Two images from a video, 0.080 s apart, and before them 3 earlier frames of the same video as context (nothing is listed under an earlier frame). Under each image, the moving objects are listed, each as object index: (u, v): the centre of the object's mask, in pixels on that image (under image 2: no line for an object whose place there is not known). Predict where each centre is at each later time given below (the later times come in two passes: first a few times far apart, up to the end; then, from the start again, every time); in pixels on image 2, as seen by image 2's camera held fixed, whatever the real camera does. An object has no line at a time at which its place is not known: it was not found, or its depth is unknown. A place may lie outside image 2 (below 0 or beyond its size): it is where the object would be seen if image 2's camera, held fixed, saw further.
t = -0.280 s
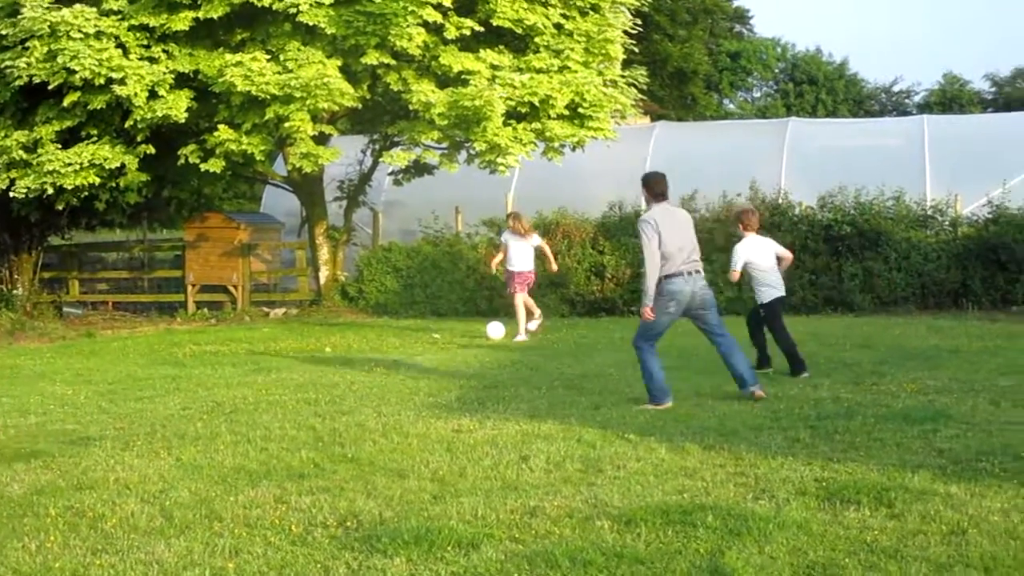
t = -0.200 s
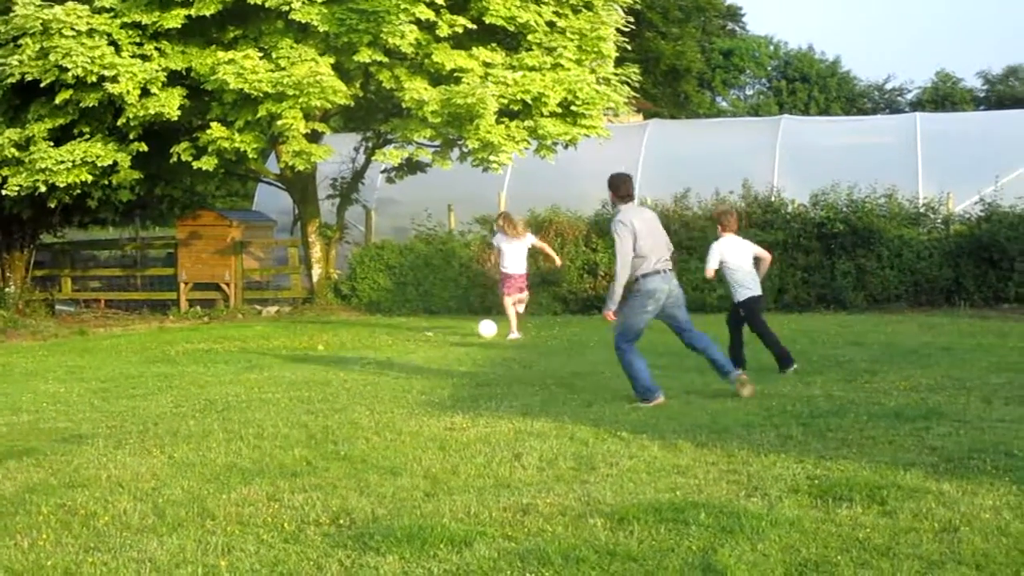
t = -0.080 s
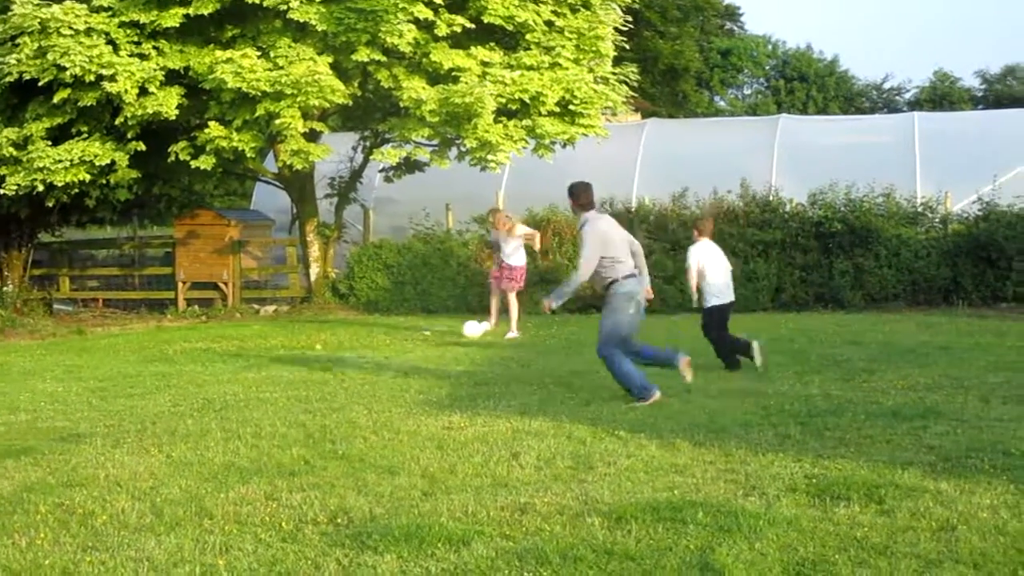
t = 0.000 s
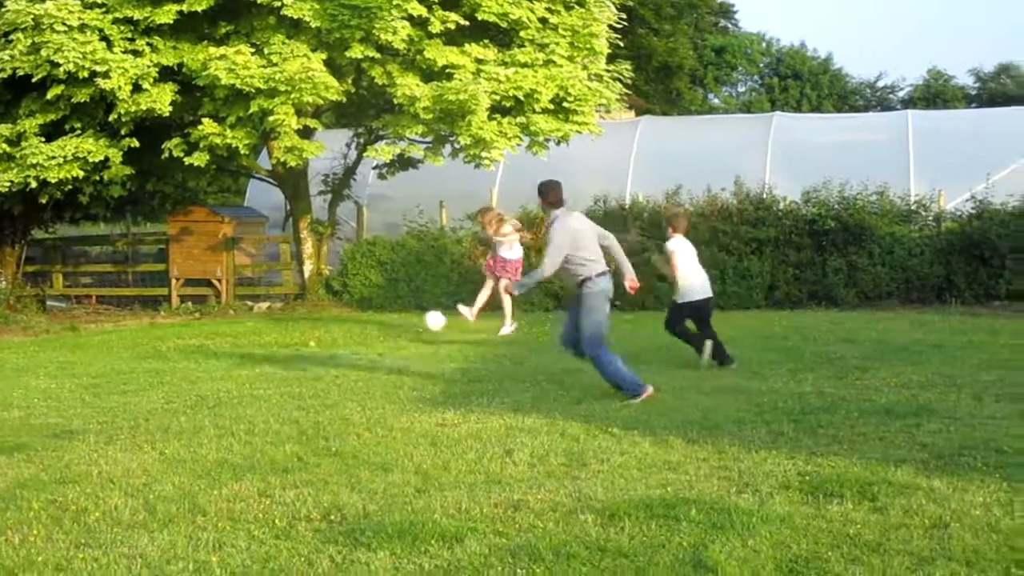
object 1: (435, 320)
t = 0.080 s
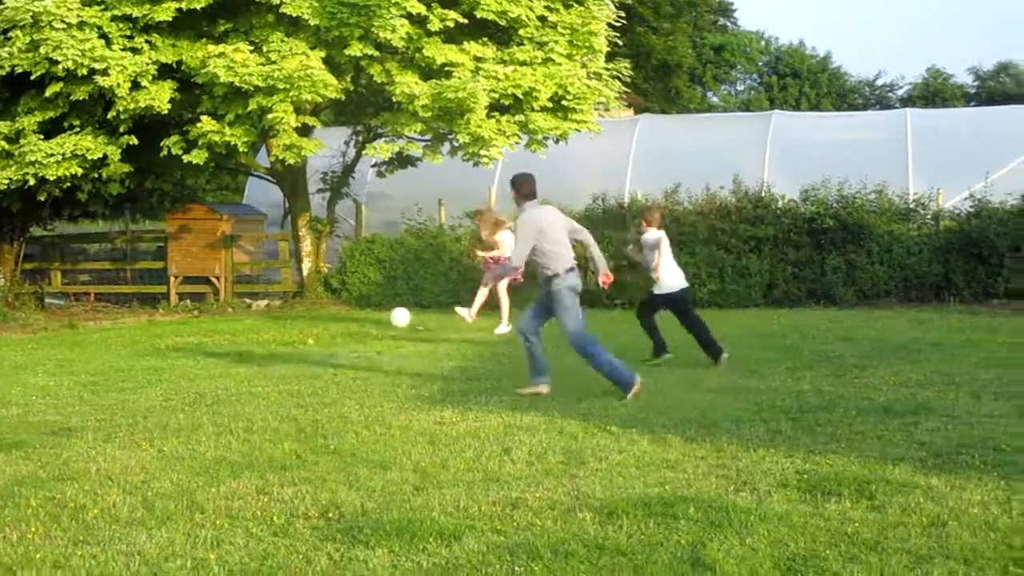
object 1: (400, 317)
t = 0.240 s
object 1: (332, 334)
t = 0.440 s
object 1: (263, 344)
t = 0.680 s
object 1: (186, 361)
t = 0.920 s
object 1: (106, 375)
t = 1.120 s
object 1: (38, 385)
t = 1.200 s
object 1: (11, 390)
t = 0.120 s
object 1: (384, 319)
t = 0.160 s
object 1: (368, 321)
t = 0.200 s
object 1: (350, 327)
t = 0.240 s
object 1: (332, 334)
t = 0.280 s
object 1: (315, 343)
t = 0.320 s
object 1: (300, 347)
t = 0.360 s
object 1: (287, 345)
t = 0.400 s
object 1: (275, 344)
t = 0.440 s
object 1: (263, 344)
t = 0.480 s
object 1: (250, 347)
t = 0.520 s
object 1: (237, 351)
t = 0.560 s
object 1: (224, 357)
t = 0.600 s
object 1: (211, 362)
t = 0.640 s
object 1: (199, 362)
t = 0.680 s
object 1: (186, 361)
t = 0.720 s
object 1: (173, 363)
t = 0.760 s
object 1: (160, 366)
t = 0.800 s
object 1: (146, 371)
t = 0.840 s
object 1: (132, 373)
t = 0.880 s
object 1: (119, 374)
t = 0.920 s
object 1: (106, 375)
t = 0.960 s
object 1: (92, 377)
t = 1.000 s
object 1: (79, 380)
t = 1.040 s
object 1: (65, 382)
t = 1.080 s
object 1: (52, 383)
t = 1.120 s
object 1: (38, 385)
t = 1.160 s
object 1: (25, 387)
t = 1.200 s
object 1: (11, 390)
